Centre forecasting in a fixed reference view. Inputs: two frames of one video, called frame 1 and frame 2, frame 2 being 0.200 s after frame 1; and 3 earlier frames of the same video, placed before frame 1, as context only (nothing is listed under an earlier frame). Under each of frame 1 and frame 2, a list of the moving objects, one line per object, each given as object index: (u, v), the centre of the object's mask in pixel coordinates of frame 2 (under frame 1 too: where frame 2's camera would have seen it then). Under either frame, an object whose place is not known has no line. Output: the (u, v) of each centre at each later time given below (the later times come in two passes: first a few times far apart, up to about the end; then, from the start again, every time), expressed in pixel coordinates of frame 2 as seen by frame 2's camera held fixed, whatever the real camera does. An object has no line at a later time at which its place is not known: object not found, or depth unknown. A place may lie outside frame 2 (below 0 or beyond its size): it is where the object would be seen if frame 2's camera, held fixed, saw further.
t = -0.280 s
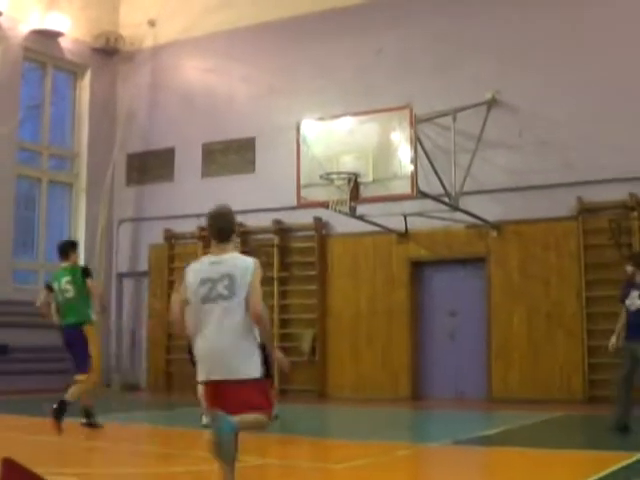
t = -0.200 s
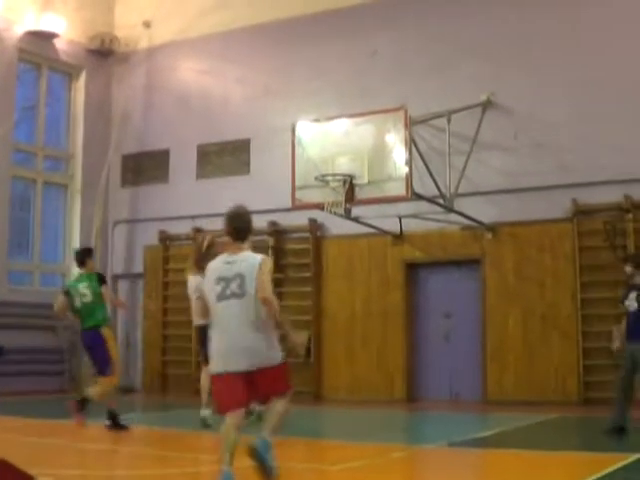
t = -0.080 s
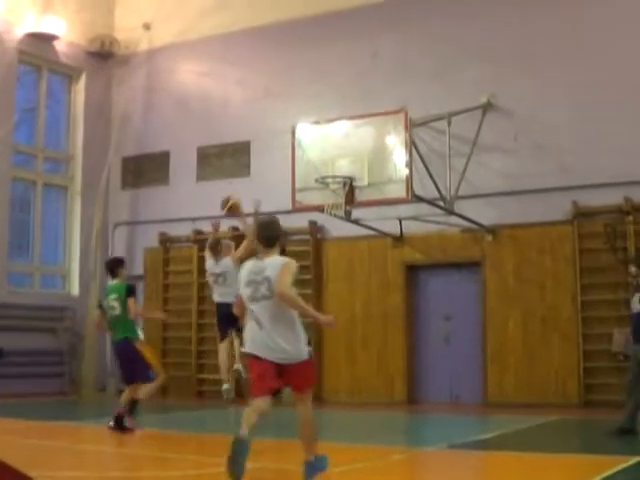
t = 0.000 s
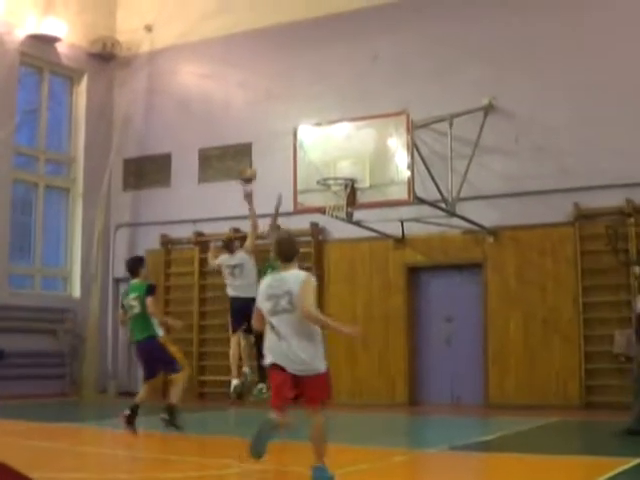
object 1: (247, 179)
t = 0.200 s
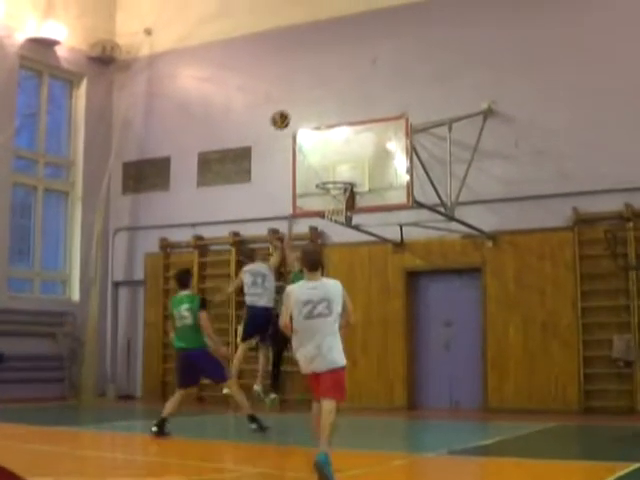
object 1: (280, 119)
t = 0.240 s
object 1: (287, 112)
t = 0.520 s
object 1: (331, 95)
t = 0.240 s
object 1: (287, 112)
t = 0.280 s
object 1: (293, 106)
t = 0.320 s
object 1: (300, 101)
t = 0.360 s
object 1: (306, 97)
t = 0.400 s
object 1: (313, 95)
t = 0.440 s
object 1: (318, 94)
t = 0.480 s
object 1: (325, 94)
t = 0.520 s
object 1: (331, 95)
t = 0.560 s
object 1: (336, 97)
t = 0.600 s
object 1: (343, 102)
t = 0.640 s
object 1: (349, 106)
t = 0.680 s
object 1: (355, 111)
